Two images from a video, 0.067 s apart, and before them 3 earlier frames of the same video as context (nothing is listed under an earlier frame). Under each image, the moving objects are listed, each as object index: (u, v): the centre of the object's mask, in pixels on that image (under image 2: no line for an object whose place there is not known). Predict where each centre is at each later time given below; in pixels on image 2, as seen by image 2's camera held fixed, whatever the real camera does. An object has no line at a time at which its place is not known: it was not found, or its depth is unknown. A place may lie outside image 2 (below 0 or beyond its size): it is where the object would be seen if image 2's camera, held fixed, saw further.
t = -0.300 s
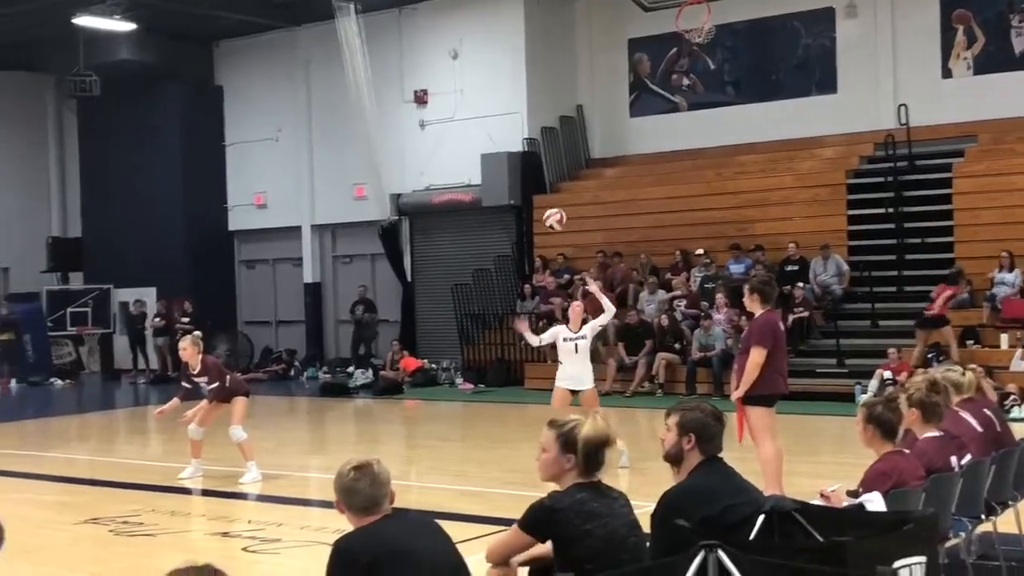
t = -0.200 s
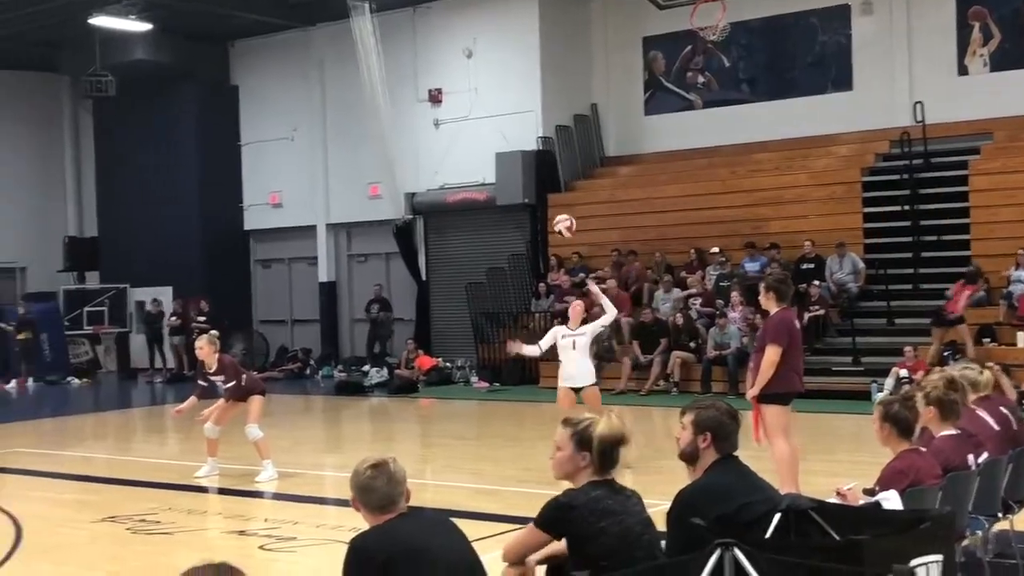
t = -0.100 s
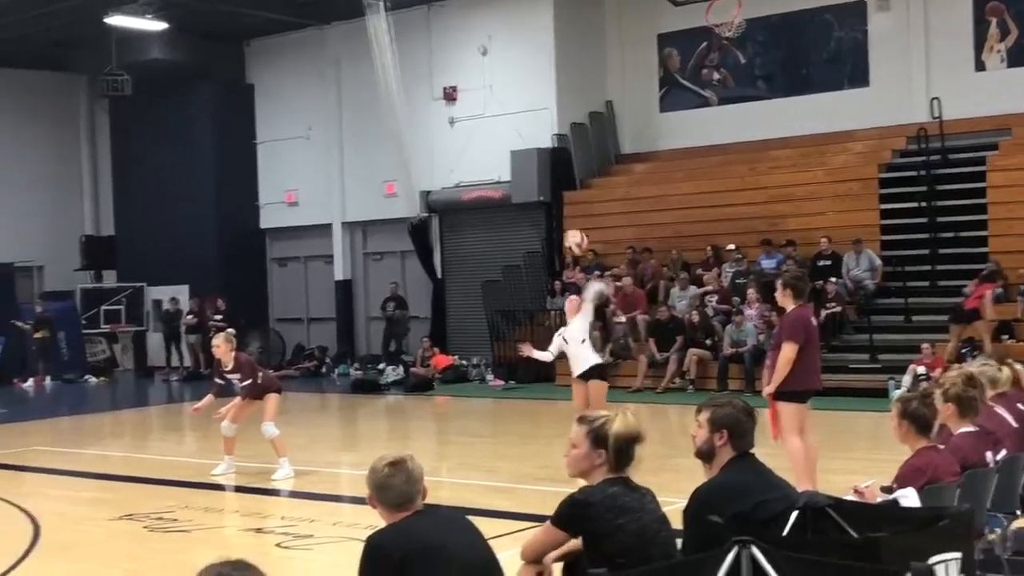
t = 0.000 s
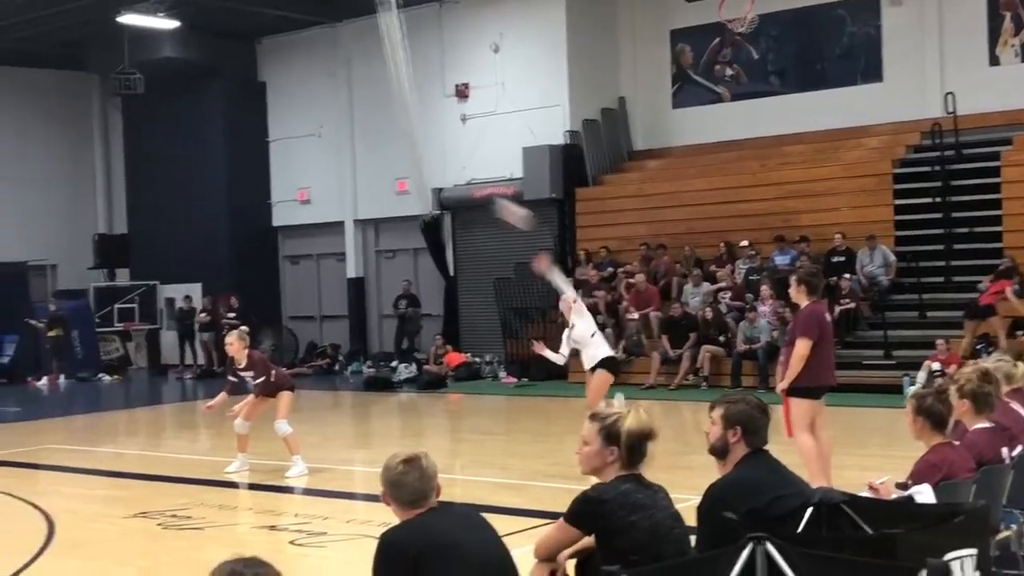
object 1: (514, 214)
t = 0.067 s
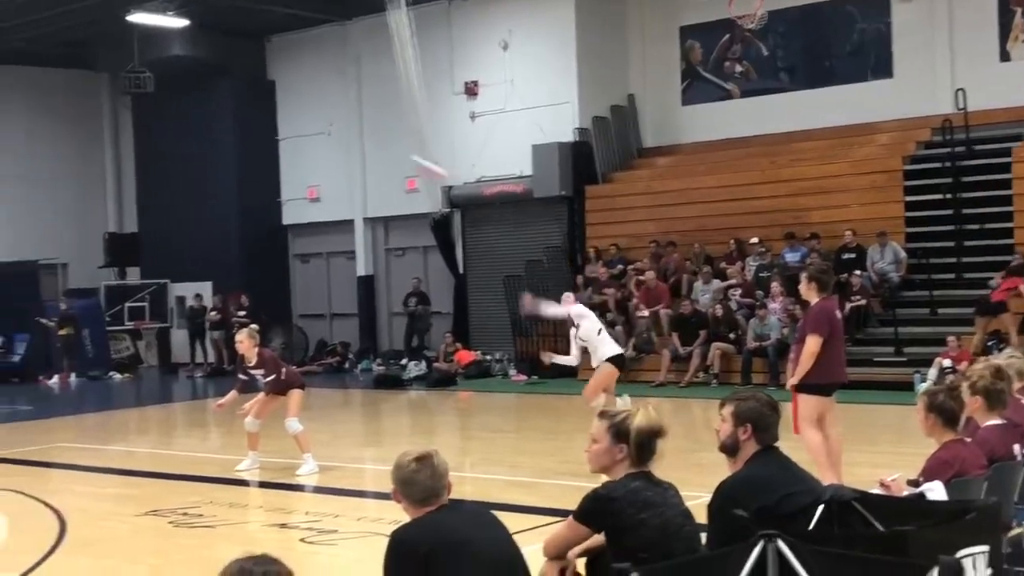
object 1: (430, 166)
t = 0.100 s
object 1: (382, 146)
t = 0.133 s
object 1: (334, 127)
